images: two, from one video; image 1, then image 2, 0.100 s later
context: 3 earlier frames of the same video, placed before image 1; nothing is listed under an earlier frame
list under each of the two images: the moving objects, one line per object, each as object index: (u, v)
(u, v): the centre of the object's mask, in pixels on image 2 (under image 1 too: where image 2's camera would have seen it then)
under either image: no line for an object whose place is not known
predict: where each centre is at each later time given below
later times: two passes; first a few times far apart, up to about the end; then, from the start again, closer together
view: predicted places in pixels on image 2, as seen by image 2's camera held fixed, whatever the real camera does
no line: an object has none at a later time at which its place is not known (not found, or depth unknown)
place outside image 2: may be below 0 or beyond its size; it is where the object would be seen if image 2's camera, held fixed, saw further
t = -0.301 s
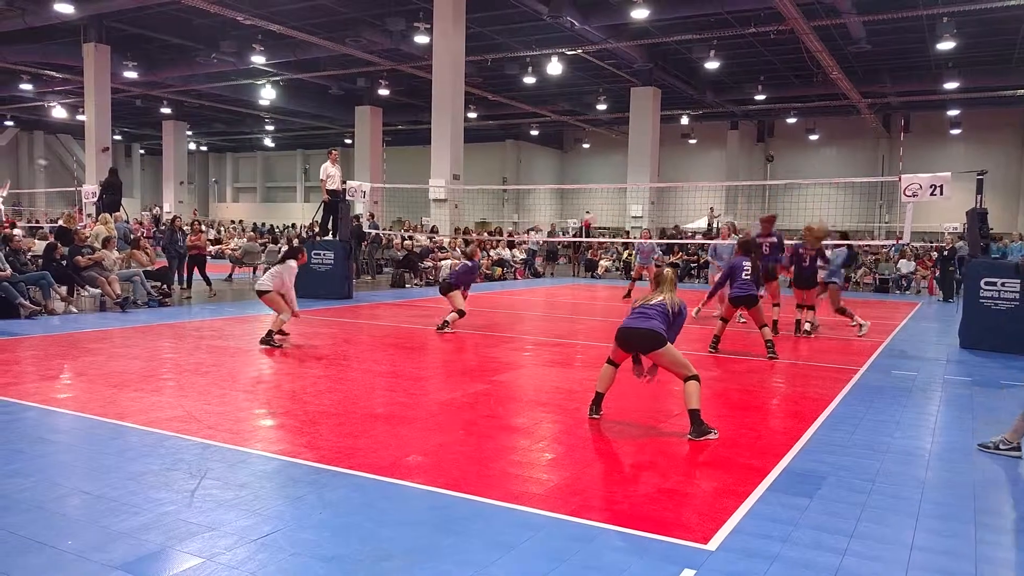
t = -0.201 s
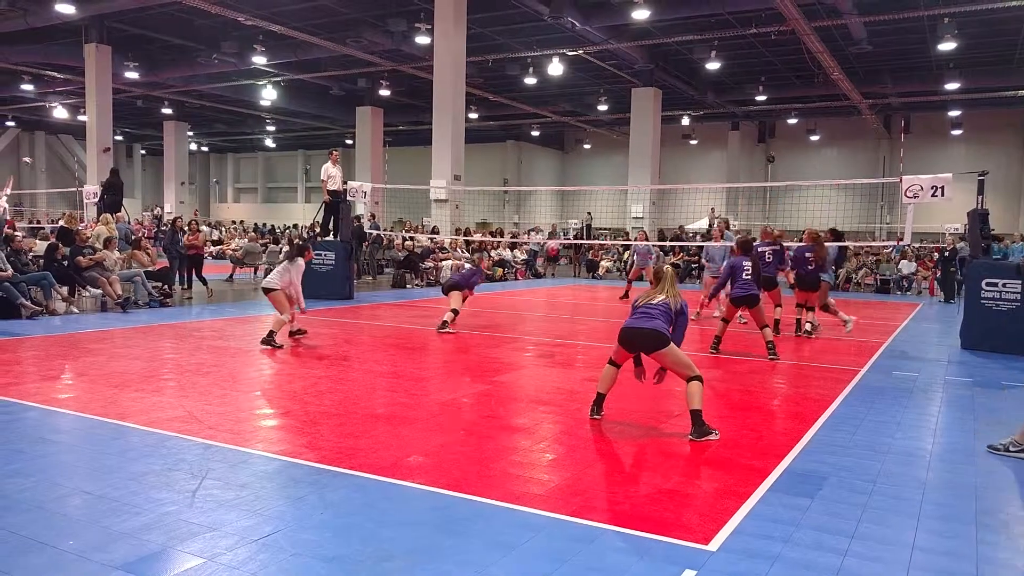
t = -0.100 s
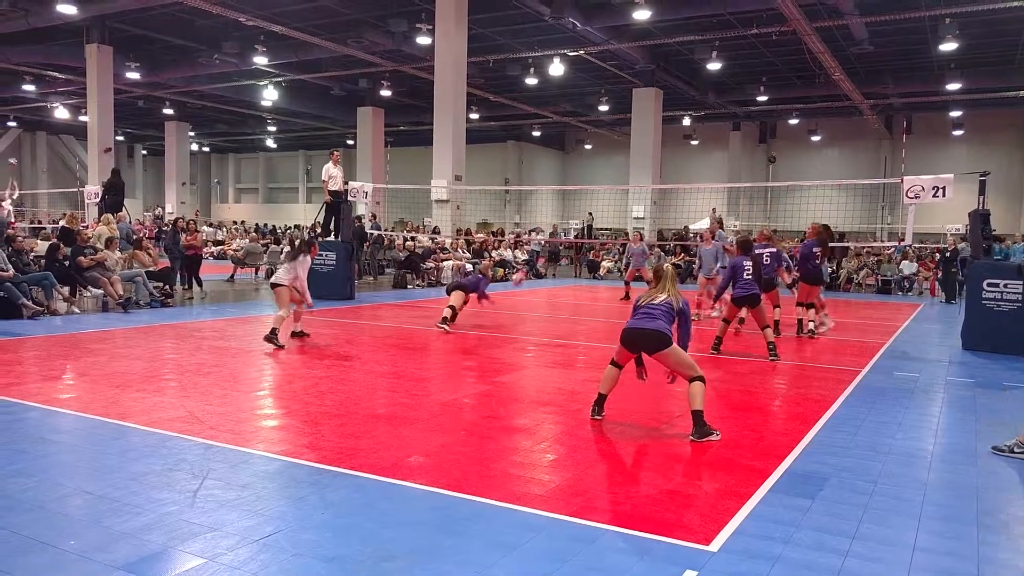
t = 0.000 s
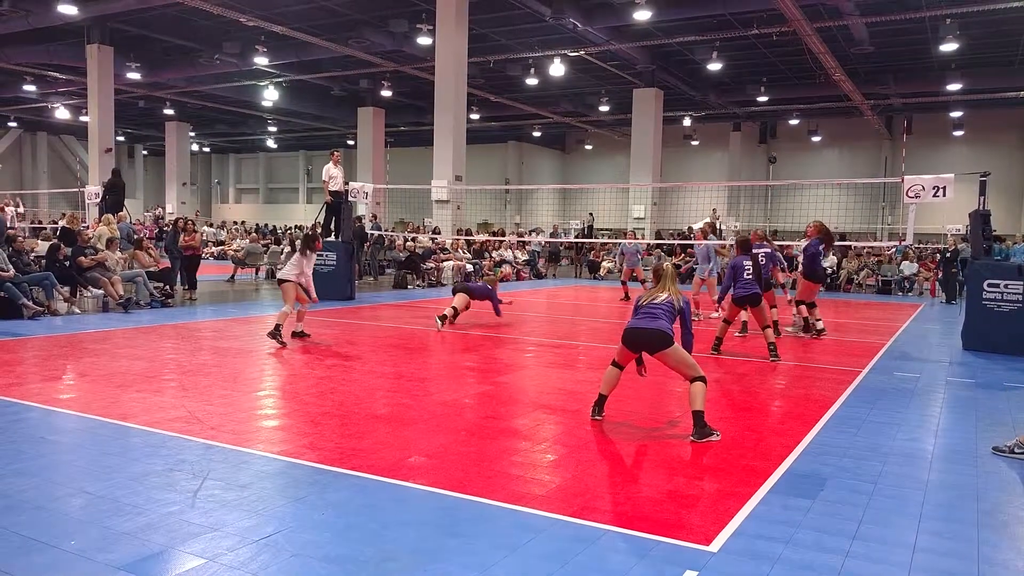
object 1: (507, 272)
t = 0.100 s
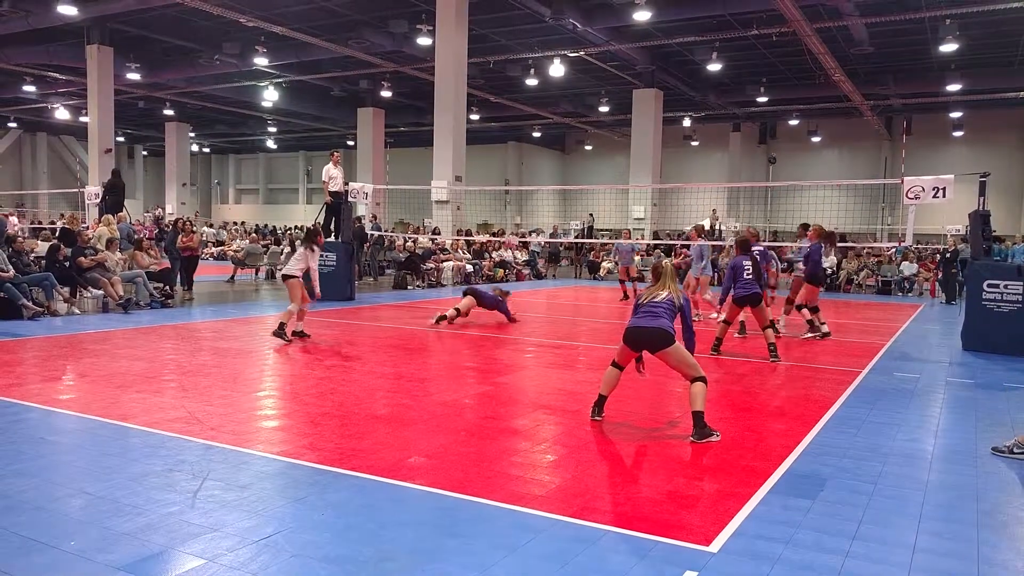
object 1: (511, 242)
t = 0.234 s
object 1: (507, 210)
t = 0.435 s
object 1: (507, 181)
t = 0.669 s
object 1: (506, 181)
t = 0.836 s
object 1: (504, 198)
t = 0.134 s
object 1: (506, 232)
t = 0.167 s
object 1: (508, 221)
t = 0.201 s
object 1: (507, 217)
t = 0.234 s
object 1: (507, 210)
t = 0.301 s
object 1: (507, 198)
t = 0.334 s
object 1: (508, 193)
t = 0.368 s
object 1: (507, 188)
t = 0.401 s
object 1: (507, 185)
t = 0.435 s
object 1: (507, 181)
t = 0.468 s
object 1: (507, 180)
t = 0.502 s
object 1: (507, 178)
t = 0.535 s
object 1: (506, 178)
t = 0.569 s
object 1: (507, 178)
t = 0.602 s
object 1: (506, 179)
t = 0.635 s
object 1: (506, 179)
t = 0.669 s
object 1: (506, 181)
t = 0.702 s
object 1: (506, 183)
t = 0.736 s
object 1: (506, 186)
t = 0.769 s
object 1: (506, 189)
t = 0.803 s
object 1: (505, 194)
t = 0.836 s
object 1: (504, 198)
